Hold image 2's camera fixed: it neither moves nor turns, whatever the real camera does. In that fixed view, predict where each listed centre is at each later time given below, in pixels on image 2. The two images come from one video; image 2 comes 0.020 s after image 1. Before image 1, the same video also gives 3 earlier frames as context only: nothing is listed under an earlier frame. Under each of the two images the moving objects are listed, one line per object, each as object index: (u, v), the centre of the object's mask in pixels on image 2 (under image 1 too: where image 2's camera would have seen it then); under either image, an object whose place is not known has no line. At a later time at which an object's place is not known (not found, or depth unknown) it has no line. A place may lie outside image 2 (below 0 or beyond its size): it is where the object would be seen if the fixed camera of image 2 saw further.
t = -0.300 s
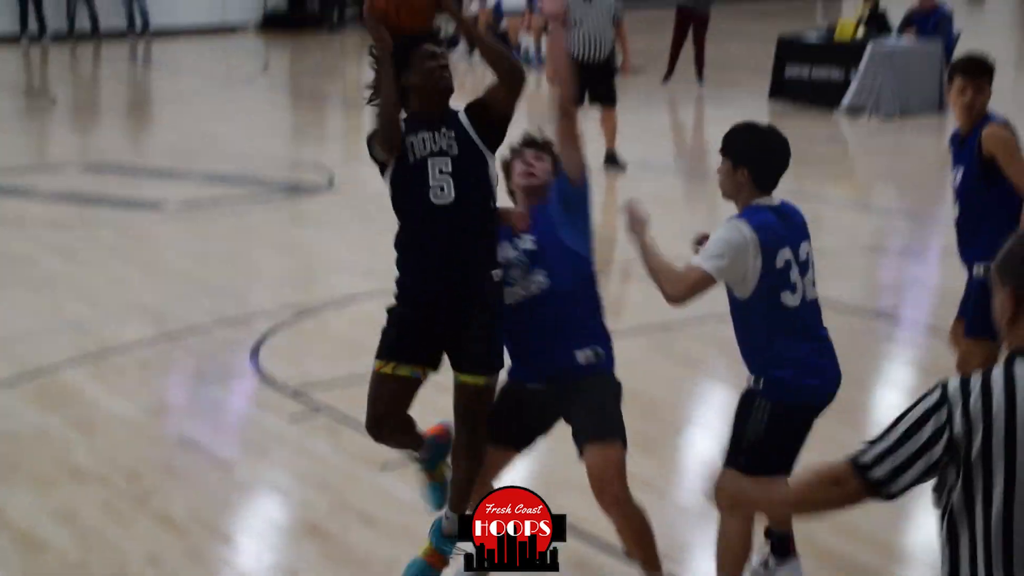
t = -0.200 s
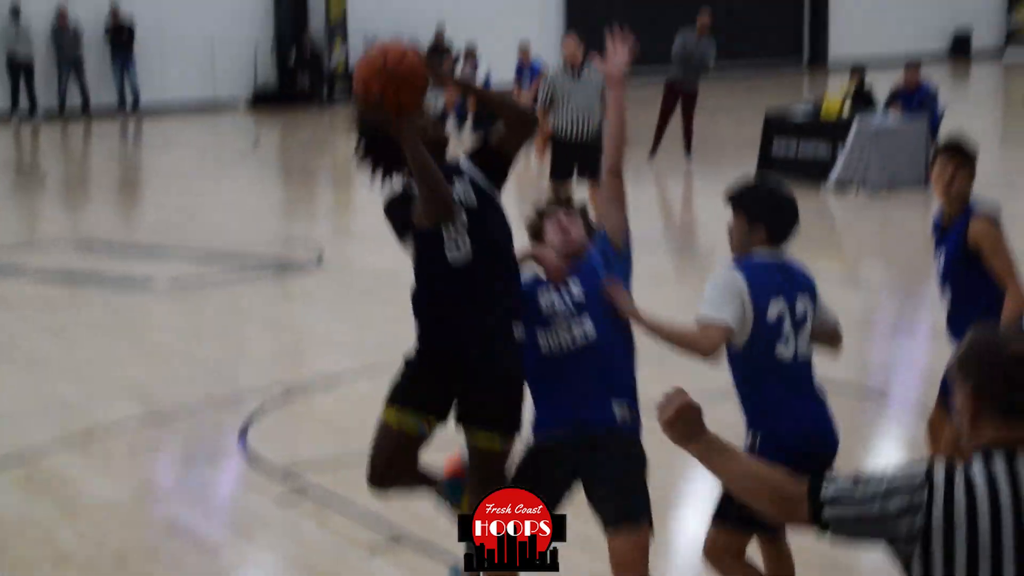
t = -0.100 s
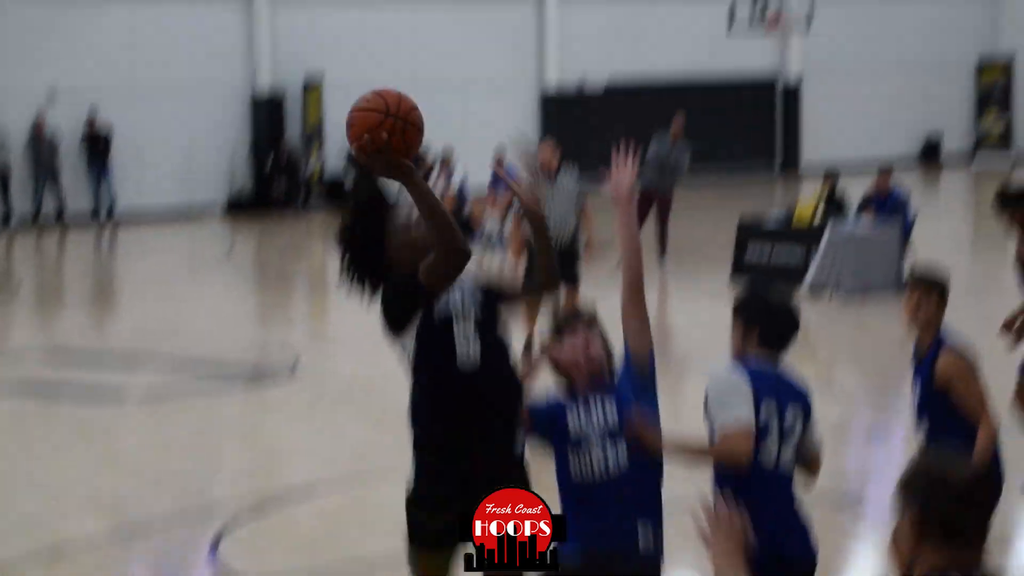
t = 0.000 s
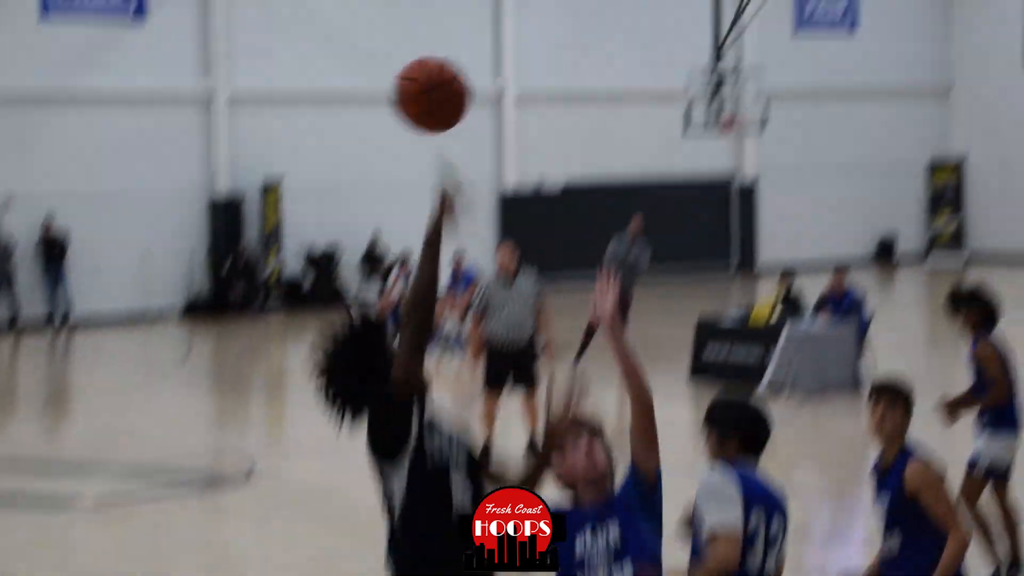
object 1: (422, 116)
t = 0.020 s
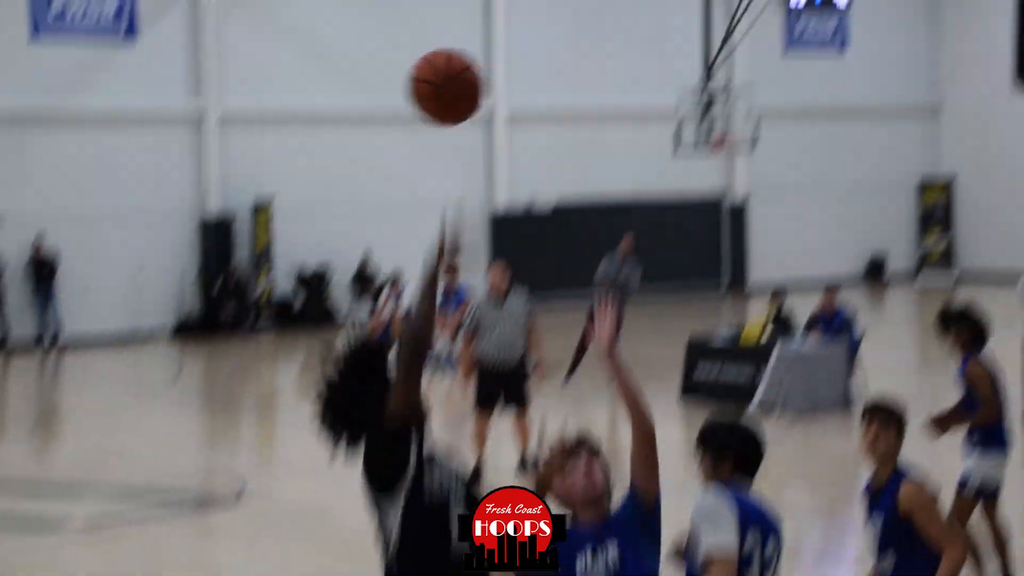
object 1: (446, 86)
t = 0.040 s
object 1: (470, 60)
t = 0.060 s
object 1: (494, 35)
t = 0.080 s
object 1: (517, 11)
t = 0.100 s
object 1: (541, -11)
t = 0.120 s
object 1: (565, -33)
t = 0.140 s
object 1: (587, -52)
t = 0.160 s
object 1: (611, -72)
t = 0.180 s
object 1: (634, -89)
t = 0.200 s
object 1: (657, -105)
